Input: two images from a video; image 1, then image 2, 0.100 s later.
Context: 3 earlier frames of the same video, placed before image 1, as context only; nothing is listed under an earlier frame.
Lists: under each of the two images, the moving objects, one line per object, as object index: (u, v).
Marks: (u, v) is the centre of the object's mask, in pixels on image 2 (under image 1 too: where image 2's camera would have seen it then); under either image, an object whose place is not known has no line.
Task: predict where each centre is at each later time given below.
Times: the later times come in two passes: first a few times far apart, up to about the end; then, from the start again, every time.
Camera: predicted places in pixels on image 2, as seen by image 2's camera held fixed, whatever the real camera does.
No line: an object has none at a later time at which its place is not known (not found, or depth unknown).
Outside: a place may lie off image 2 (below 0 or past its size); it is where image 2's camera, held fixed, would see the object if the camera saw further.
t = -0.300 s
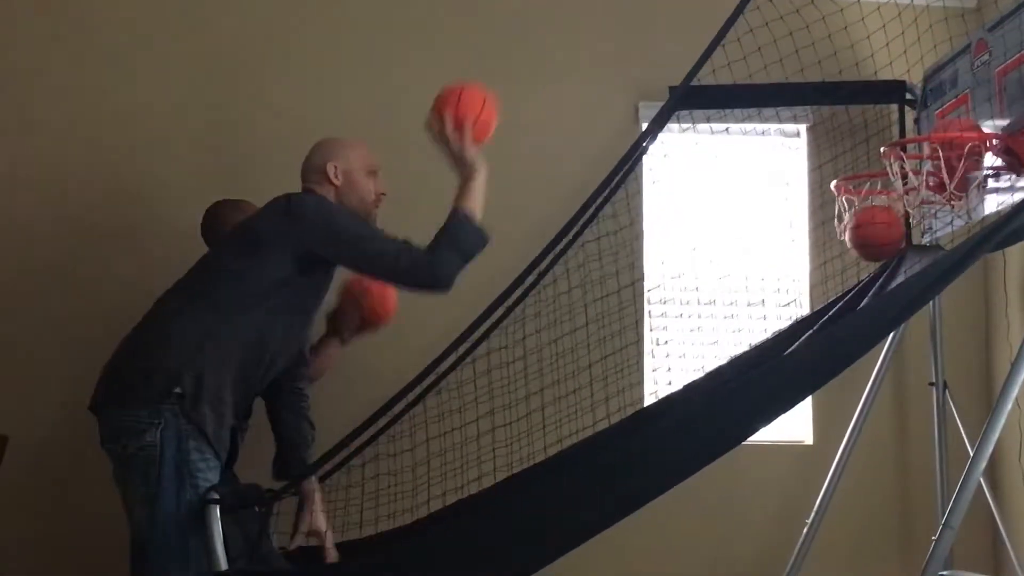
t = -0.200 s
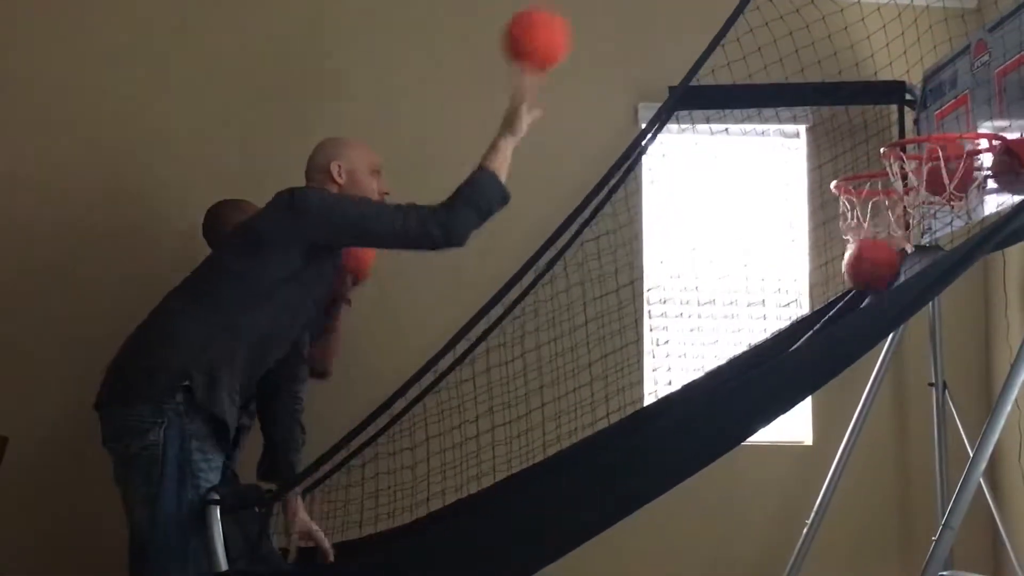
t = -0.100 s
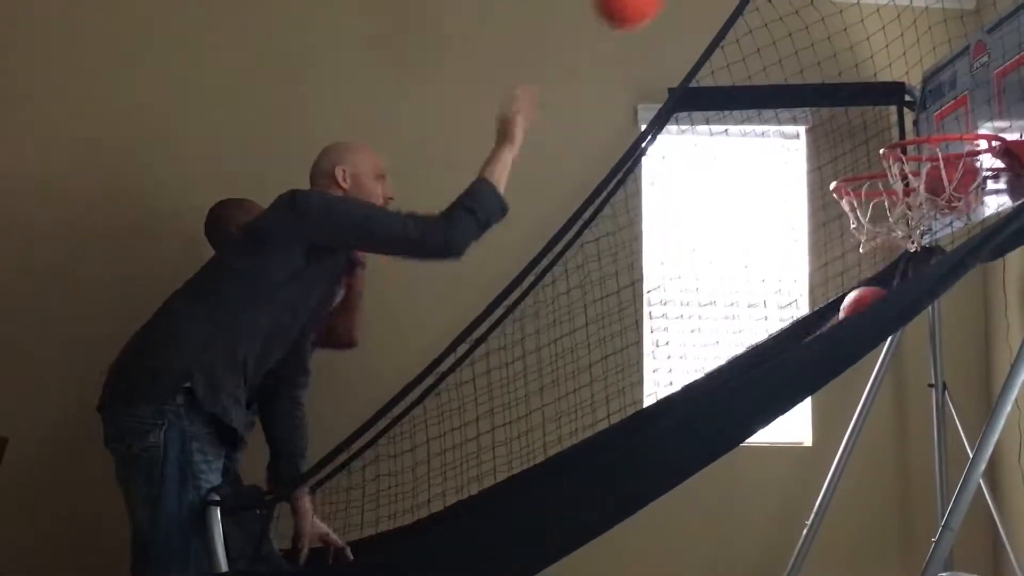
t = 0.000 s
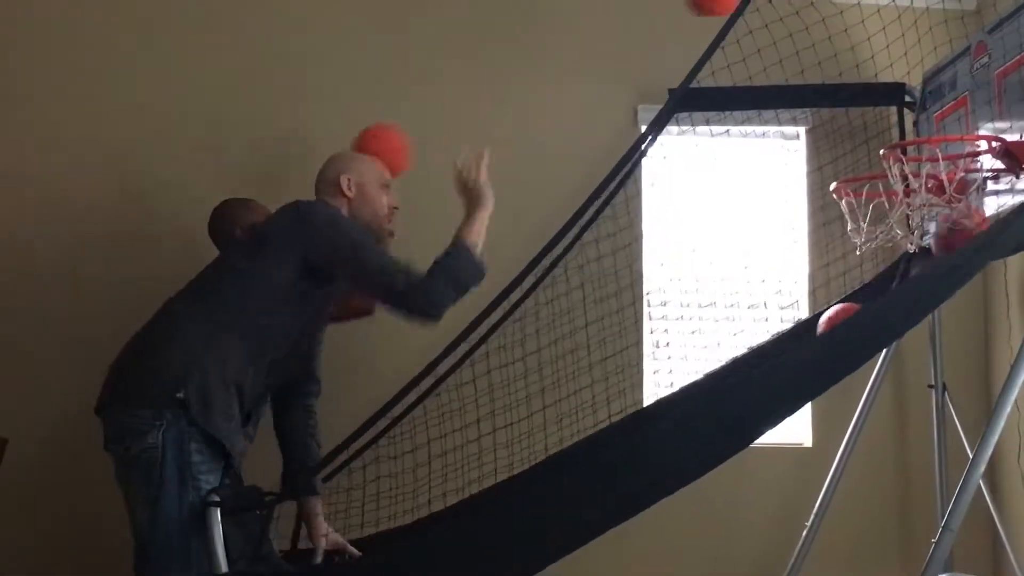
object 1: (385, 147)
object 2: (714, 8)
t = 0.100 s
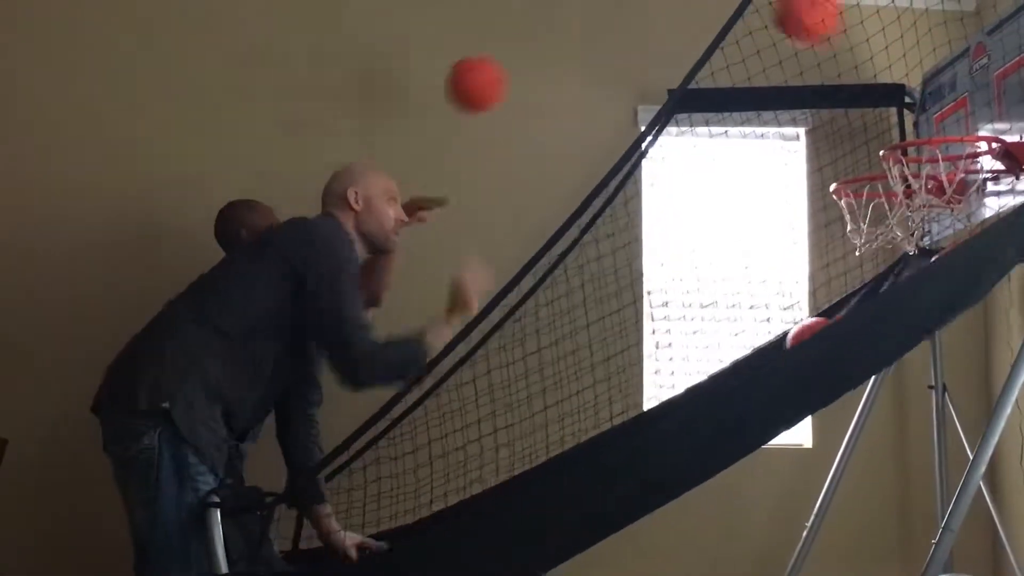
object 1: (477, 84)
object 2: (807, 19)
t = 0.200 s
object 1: (571, 45)
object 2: (898, 71)
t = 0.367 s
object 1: (729, 48)
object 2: (923, 209)
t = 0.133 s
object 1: (508, 67)
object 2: (837, 29)
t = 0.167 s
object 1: (538, 55)
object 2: (869, 48)
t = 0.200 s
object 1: (571, 45)
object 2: (898, 71)
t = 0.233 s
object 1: (602, 38)
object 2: (929, 98)
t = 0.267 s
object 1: (634, 36)
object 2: (956, 124)
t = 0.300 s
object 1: (664, 36)
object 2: (964, 158)
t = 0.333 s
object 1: (690, 37)
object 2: (944, 182)
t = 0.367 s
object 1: (729, 48)
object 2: (923, 209)
